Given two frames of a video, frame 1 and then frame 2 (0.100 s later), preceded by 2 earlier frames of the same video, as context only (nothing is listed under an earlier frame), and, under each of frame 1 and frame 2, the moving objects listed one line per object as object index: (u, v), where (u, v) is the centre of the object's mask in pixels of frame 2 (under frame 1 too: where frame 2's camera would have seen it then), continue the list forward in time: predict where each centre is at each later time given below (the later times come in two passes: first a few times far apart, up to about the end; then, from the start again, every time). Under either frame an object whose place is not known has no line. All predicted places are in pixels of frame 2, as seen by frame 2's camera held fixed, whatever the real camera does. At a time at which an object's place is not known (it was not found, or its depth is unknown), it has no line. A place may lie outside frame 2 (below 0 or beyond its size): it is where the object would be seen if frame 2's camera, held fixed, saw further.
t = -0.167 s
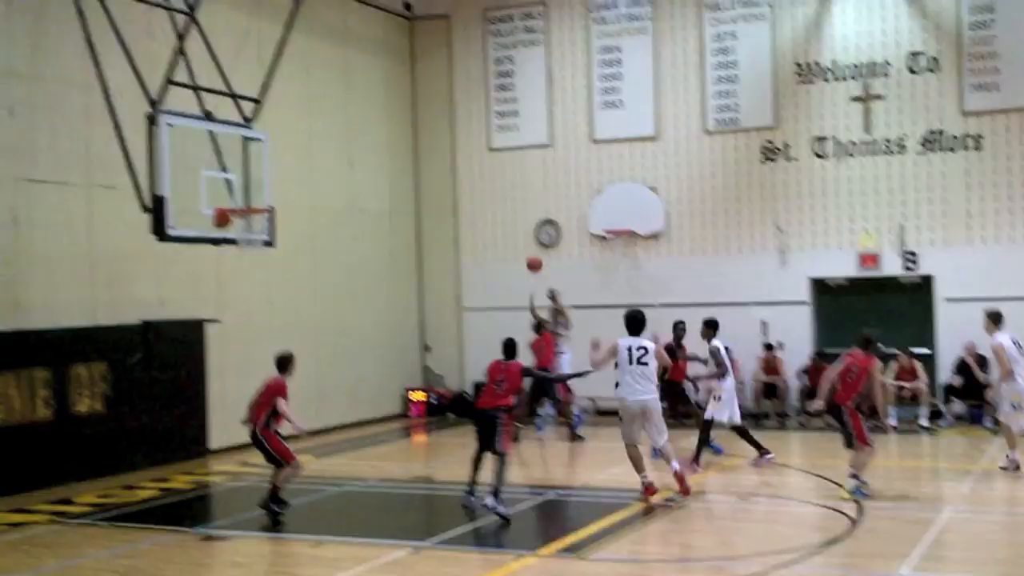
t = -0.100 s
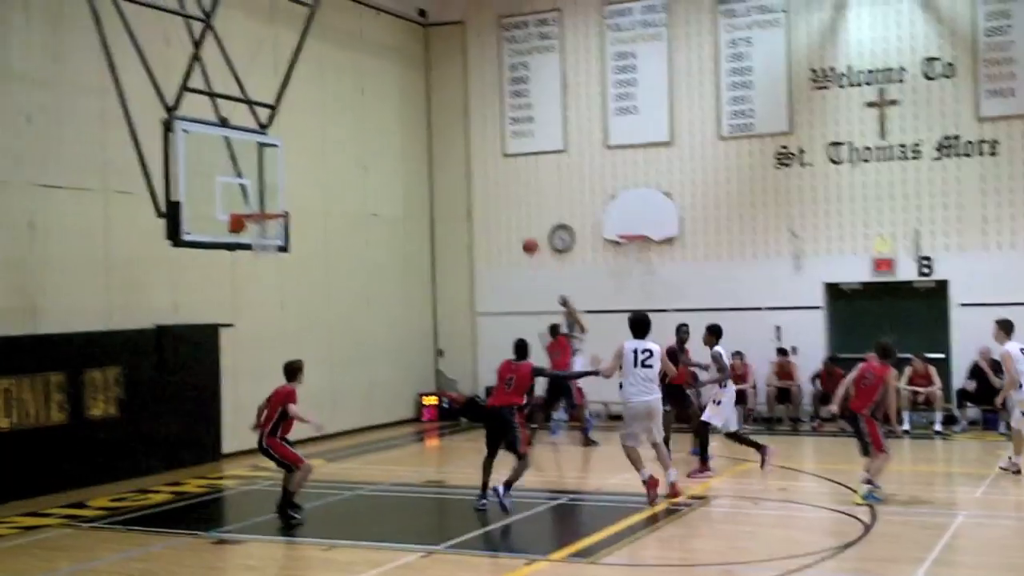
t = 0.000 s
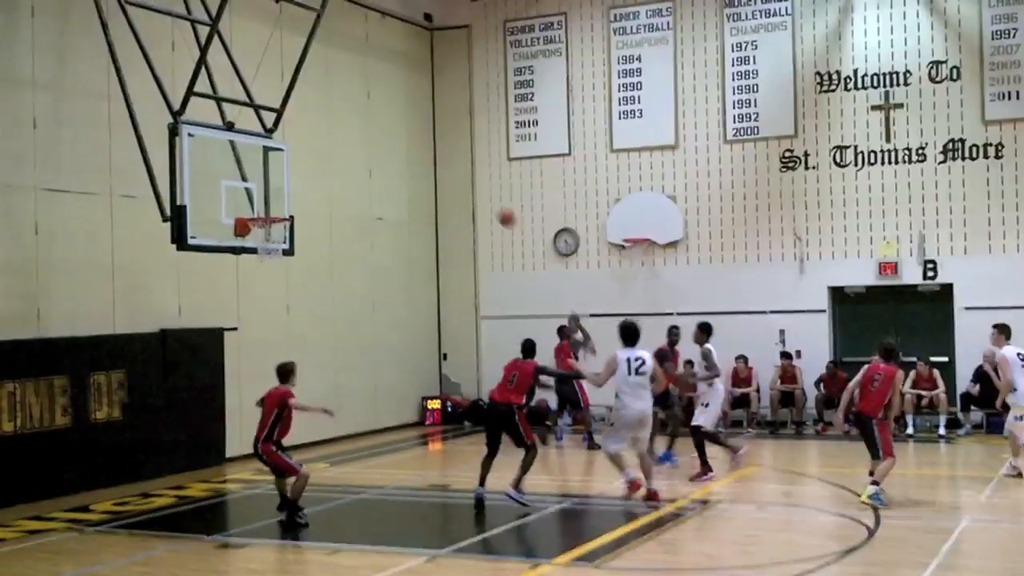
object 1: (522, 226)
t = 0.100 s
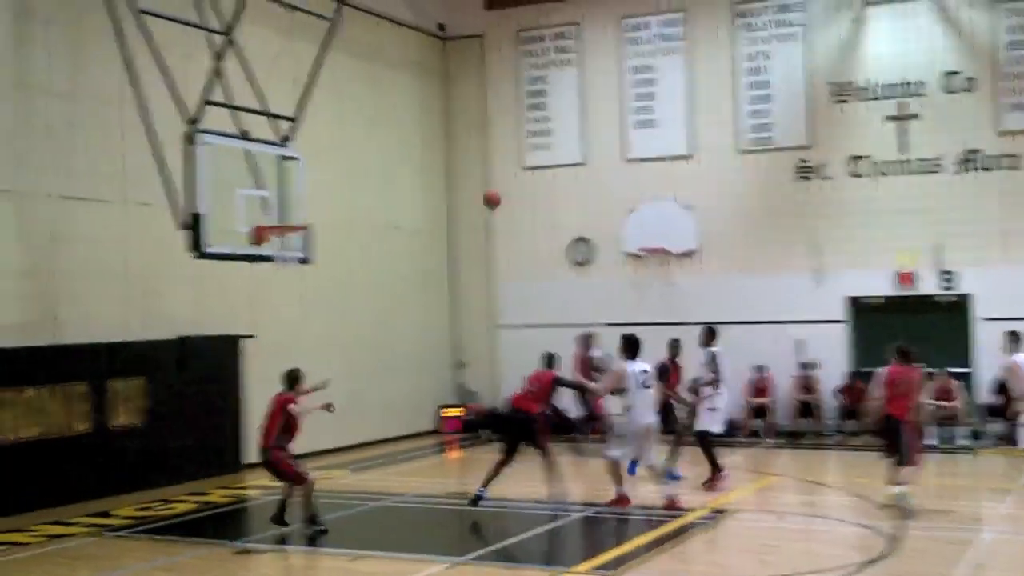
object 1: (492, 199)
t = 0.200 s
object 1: (460, 177)
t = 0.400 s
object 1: (387, 147)
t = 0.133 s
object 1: (482, 190)
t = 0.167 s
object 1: (472, 184)
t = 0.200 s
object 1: (460, 177)
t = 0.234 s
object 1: (449, 170)
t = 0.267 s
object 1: (436, 163)
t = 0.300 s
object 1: (425, 158)
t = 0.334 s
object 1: (413, 153)
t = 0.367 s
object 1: (399, 150)
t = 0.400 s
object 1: (387, 147)
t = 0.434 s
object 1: (373, 145)
